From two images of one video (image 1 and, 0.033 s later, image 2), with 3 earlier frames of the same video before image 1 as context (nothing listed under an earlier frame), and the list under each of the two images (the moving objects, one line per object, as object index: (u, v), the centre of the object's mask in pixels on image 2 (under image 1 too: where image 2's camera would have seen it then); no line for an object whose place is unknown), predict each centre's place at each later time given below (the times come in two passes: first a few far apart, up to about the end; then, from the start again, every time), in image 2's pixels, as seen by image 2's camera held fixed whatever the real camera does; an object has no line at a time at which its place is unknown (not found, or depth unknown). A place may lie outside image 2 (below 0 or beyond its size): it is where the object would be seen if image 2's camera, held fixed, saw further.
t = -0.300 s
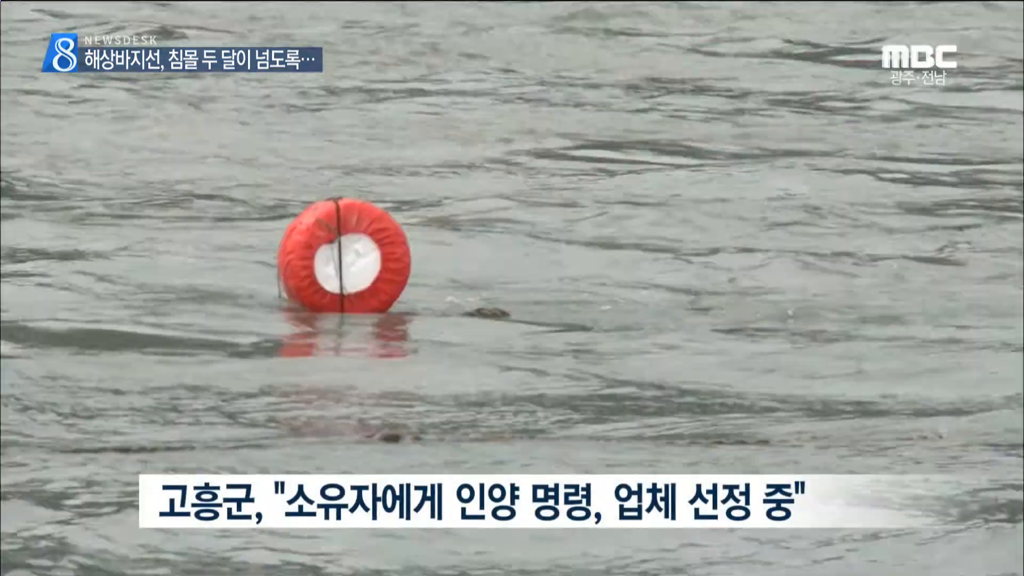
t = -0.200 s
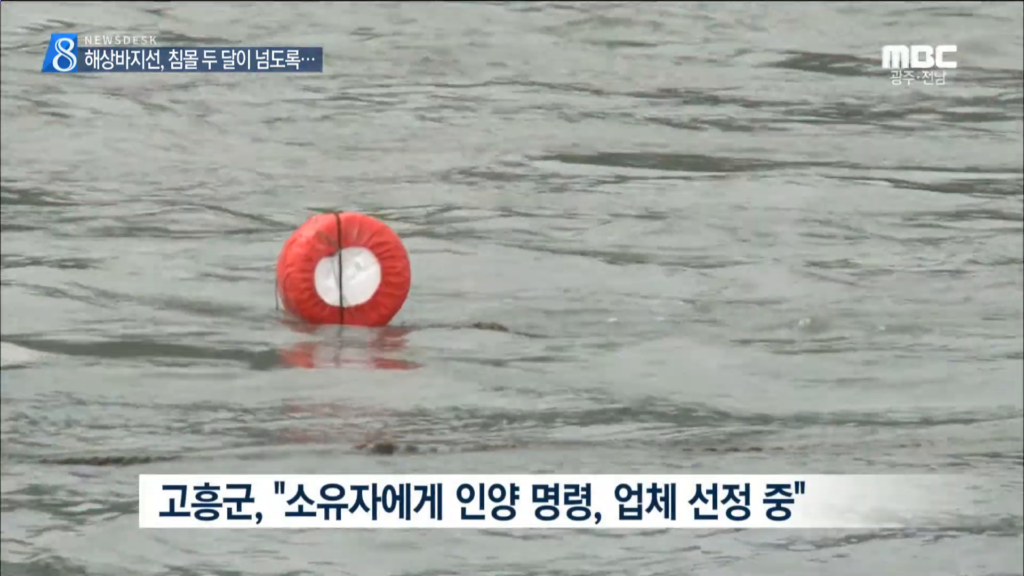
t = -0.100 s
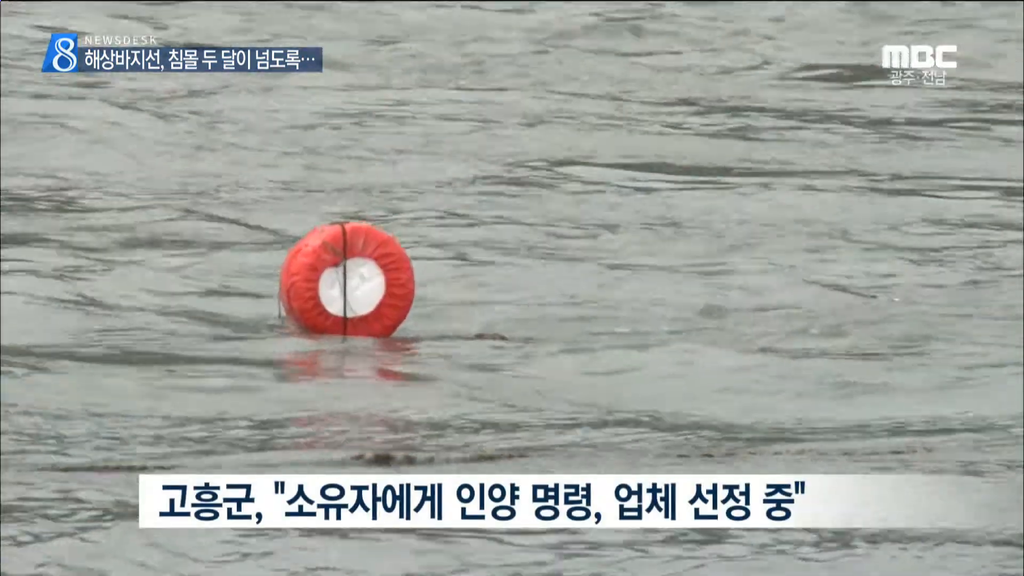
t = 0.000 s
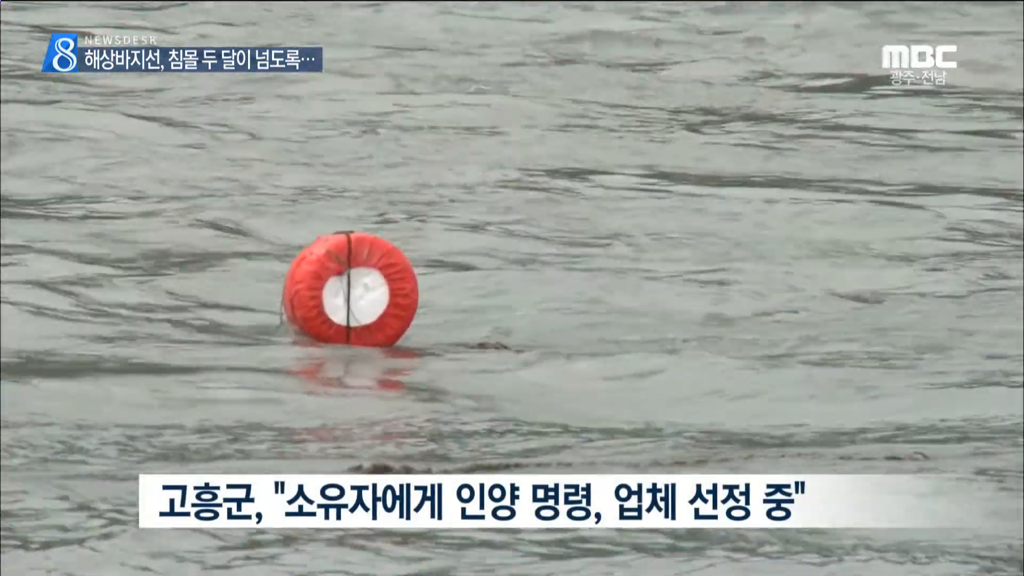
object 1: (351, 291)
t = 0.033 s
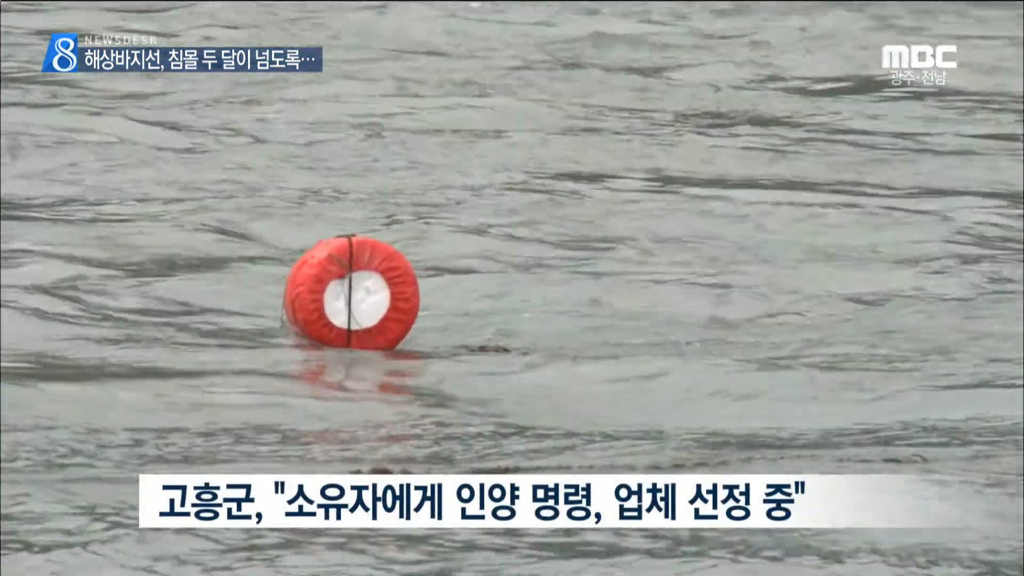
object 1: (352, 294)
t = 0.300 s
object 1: (360, 313)
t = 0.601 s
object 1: (365, 325)
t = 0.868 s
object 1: (370, 333)
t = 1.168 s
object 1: (362, 329)
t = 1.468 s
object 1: (388, 312)
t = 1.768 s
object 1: (401, 289)
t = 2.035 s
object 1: (383, 266)
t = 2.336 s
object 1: (394, 252)
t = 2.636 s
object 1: (401, 245)
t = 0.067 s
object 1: (353, 298)
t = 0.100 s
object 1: (355, 299)
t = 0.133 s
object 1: (355, 300)
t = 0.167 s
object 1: (356, 304)
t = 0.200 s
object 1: (358, 306)
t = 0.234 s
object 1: (358, 307)
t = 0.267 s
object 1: (359, 311)
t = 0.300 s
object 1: (360, 313)
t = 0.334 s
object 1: (361, 315)
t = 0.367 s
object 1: (361, 318)
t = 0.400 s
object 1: (361, 320)
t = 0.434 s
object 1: (362, 320)
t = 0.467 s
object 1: (362, 322)
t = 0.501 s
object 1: (363, 323)
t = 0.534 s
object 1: (363, 323)
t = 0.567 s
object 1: (364, 325)
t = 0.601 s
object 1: (365, 325)
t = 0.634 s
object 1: (366, 323)
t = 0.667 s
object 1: (366, 327)
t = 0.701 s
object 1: (368, 327)
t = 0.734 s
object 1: (368, 328)
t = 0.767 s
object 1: (369, 330)
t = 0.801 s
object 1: (370, 330)
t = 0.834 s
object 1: (370, 331)
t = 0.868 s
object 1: (370, 333)
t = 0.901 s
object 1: (368, 332)
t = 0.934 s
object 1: (368, 333)
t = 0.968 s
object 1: (367, 333)
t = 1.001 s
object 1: (366, 333)
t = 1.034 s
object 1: (365, 333)
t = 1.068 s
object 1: (364, 333)
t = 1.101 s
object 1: (363, 332)
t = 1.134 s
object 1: (362, 330)
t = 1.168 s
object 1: (362, 329)
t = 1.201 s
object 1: (362, 327)
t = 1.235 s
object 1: (362, 325)
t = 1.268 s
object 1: (362, 324)
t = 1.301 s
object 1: (363, 322)
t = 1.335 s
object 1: (365, 321)
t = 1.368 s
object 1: (370, 318)
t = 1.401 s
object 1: (377, 316)
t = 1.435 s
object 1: (384, 315)
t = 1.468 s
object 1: (388, 312)
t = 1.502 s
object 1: (392, 309)
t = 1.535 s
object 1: (395, 307)
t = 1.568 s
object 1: (397, 305)
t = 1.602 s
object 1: (400, 302)
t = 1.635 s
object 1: (402, 299)
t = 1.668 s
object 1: (402, 297)
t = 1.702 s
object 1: (402, 294)
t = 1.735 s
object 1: (402, 292)
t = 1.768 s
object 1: (401, 289)
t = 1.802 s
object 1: (399, 287)
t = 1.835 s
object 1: (396, 285)
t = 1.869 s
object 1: (393, 280)
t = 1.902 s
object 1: (389, 277)
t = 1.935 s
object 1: (386, 274)
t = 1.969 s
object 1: (385, 272)
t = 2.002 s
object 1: (383, 268)
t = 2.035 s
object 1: (383, 266)
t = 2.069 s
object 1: (383, 264)
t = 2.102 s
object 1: (383, 261)
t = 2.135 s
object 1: (384, 259)
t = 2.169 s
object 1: (385, 257)
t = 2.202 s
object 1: (386, 254)
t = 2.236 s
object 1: (389, 253)
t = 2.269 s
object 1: (389, 253)
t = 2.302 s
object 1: (392, 251)
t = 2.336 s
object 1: (394, 252)
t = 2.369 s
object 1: (395, 252)
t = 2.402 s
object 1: (397, 251)
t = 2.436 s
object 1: (398, 252)
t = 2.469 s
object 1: (399, 250)
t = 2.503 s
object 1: (400, 249)
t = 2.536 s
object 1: (401, 248)
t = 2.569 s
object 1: (401, 246)
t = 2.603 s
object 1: (401, 245)
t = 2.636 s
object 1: (401, 245)
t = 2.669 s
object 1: (400, 244)
